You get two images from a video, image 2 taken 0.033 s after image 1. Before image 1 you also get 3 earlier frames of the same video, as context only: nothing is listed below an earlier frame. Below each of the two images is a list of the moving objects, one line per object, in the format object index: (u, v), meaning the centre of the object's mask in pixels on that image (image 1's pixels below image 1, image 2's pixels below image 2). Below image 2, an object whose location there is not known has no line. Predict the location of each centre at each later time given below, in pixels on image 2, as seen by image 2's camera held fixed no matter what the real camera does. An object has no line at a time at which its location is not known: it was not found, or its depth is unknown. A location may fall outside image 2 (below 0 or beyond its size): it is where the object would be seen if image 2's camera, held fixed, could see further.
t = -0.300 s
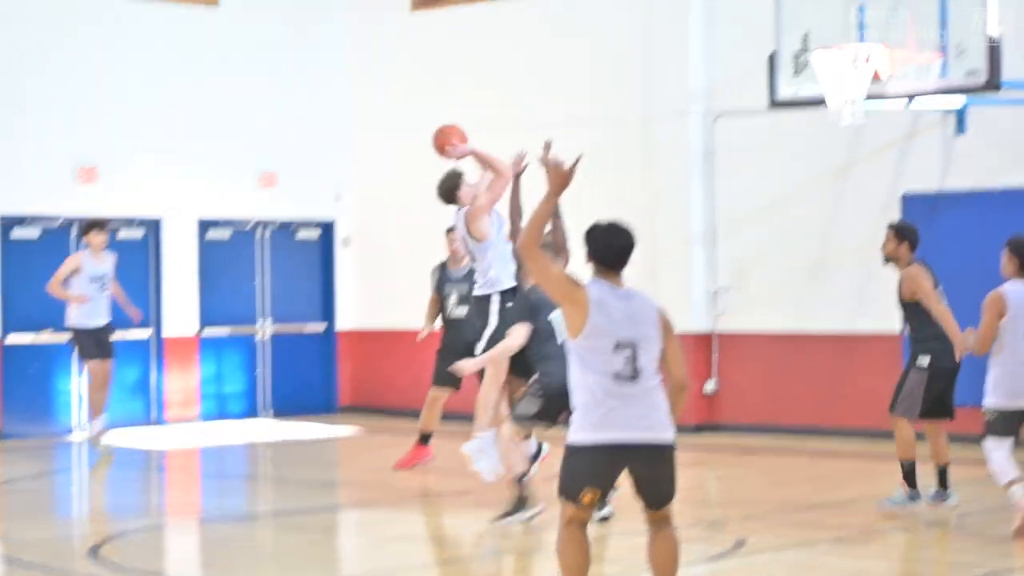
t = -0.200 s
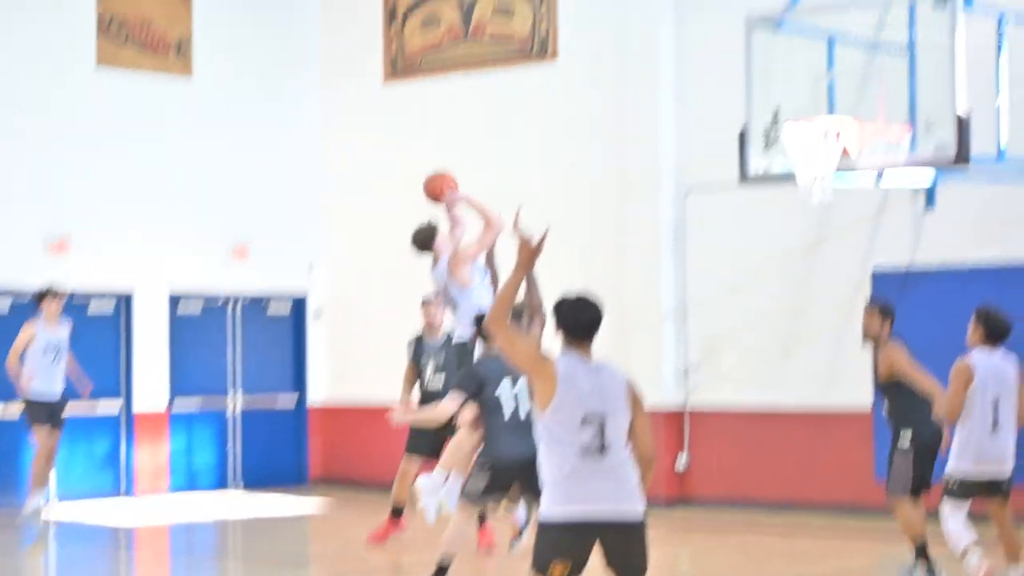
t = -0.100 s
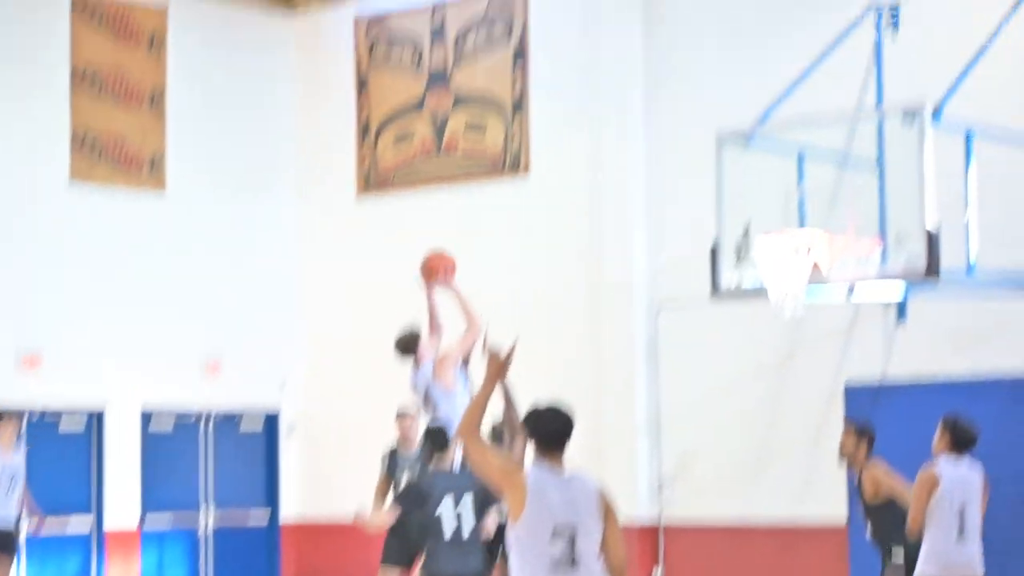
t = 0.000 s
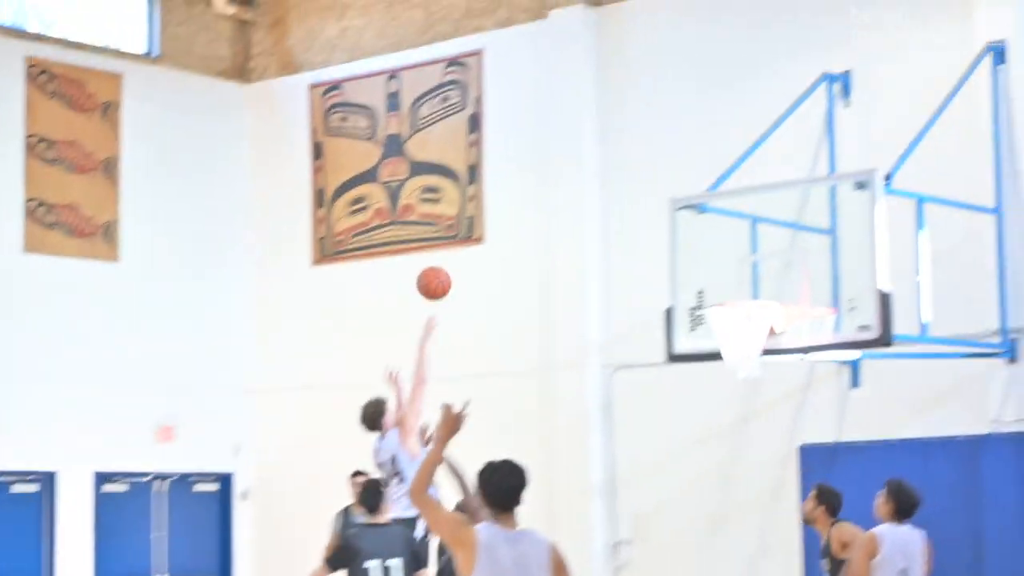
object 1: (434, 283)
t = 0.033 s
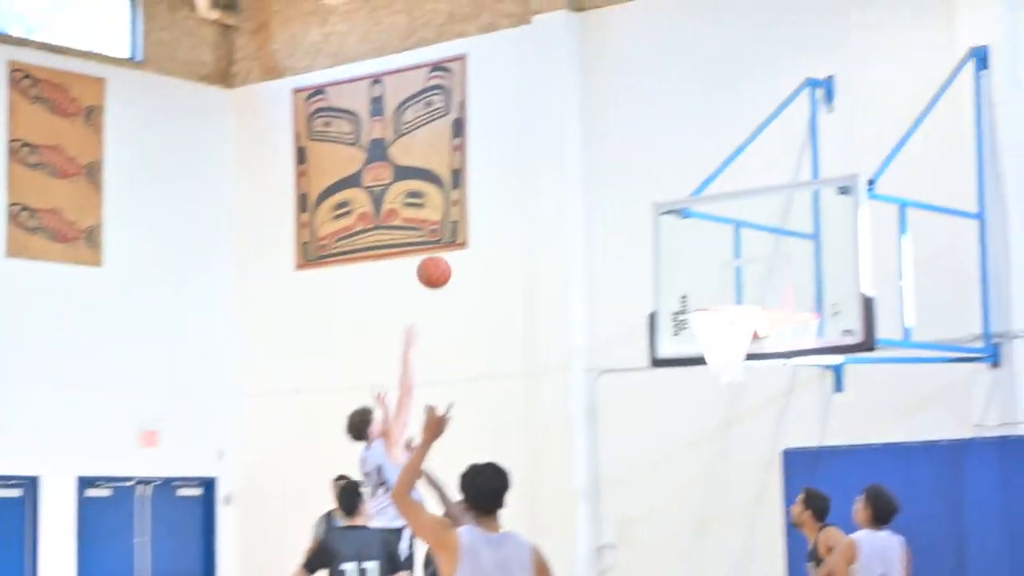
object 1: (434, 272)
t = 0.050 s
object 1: (442, 264)
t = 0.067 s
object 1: (451, 257)
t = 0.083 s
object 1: (459, 251)
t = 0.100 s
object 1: (467, 245)
